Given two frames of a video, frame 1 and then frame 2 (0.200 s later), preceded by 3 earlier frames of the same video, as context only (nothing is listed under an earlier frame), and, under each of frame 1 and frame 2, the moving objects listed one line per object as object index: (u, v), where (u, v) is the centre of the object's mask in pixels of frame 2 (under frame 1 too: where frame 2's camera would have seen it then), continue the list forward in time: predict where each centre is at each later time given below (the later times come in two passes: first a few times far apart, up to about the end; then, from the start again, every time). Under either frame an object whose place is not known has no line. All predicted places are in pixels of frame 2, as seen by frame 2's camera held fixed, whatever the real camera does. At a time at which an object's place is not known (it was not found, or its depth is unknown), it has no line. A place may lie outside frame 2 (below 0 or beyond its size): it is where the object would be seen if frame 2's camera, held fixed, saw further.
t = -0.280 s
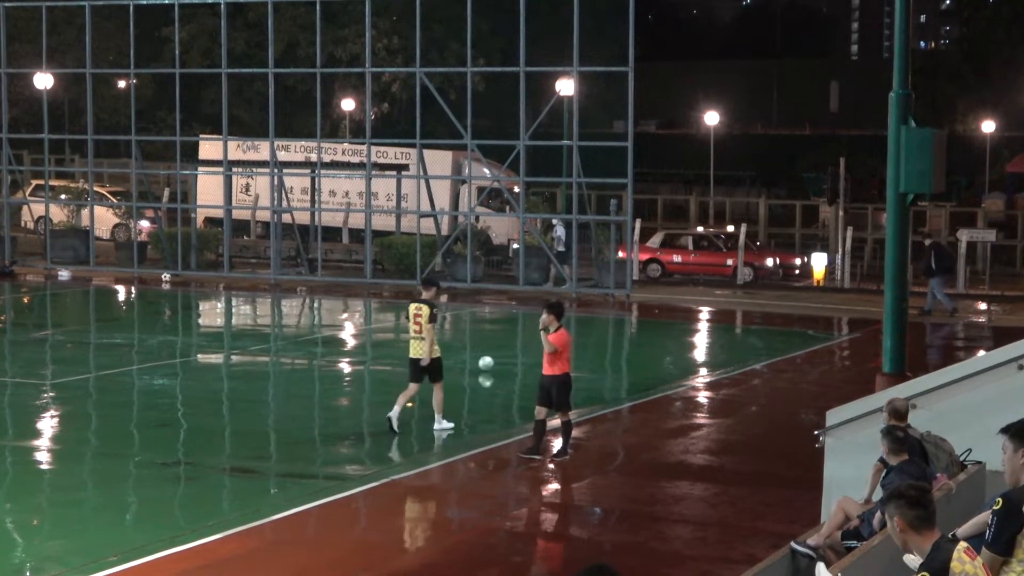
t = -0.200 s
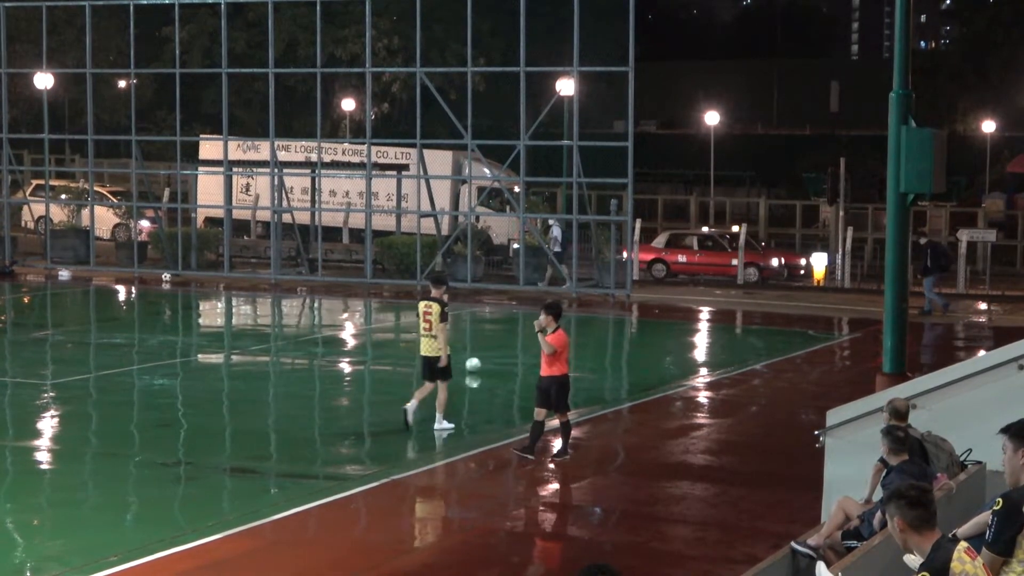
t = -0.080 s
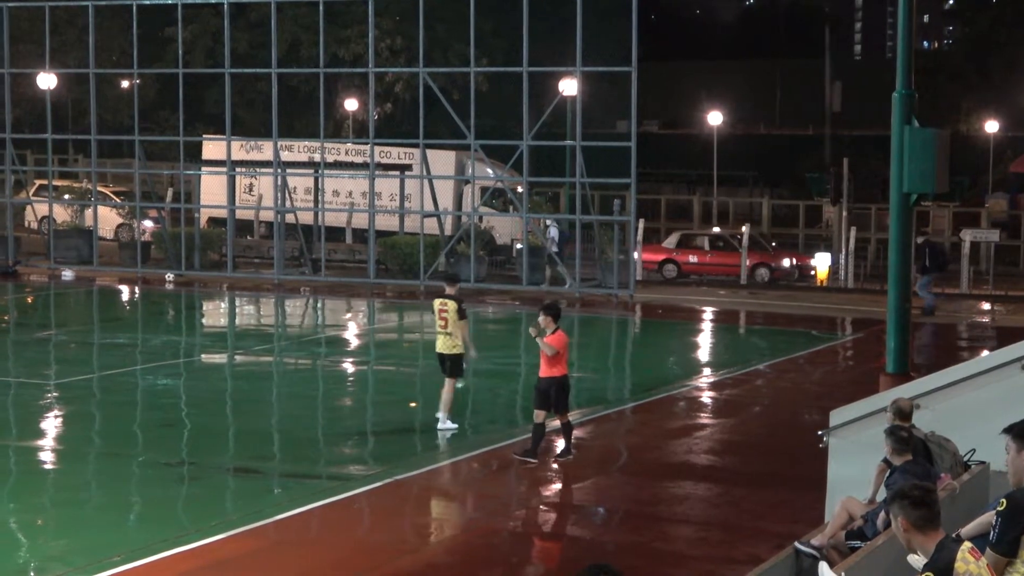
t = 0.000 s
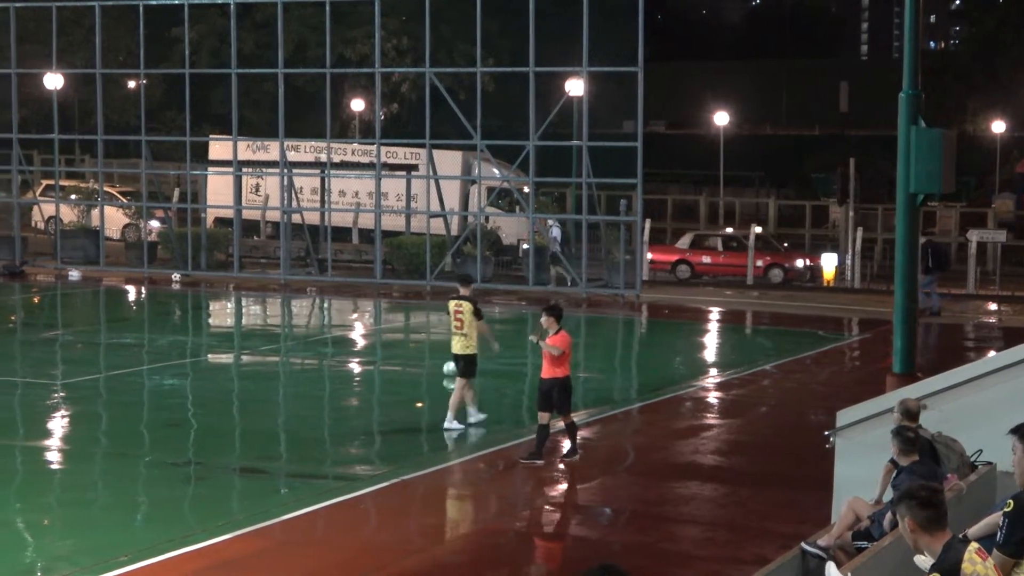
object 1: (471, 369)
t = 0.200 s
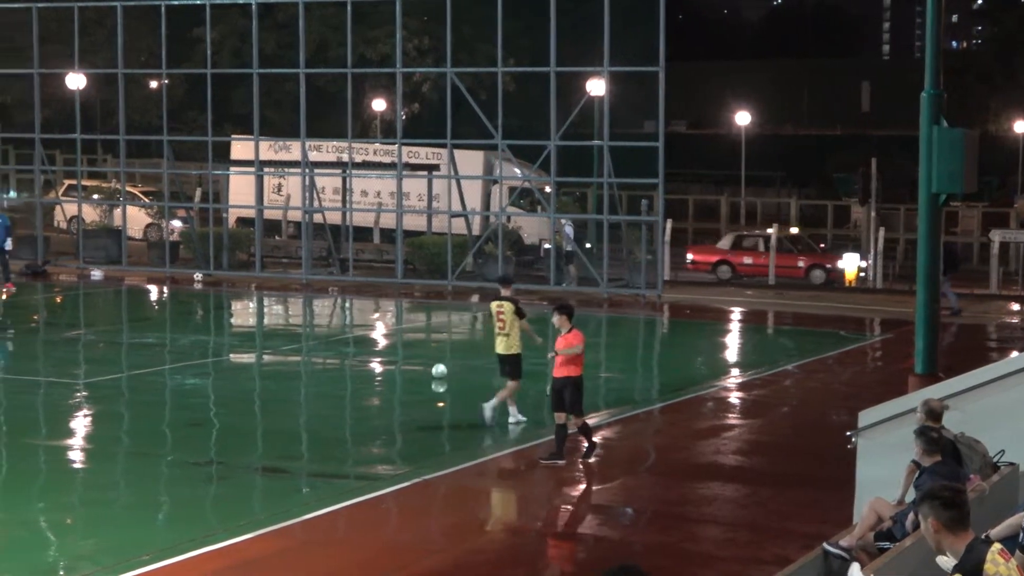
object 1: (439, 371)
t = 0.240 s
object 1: (434, 372)
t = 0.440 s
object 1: (401, 374)
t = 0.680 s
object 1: (362, 378)
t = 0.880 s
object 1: (329, 382)
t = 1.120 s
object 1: (289, 386)
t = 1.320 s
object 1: (256, 390)
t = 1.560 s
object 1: (218, 393)
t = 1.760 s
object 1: (185, 397)
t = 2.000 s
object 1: (147, 401)
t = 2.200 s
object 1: (114, 405)
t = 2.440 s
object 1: (73, 410)
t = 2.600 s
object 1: (48, 413)
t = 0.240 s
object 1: (434, 372)
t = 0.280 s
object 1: (428, 372)
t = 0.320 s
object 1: (420, 373)
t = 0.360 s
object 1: (415, 373)
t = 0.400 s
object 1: (406, 374)
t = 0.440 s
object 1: (401, 374)
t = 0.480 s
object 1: (395, 375)
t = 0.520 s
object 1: (387, 376)
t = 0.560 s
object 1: (381, 376)
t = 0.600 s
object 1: (374, 377)
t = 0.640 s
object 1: (368, 378)
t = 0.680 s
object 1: (362, 378)
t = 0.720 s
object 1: (354, 380)
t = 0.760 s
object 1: (349, 380)
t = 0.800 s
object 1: (343, 381)
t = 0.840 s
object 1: (335, 382)
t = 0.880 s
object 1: (329, 382)
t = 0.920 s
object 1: (321, 383)
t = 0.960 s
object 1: (316, 384)
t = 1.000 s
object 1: (311, 384)
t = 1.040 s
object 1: (303, 385)
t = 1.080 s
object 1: (297, 386)
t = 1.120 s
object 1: (289, 386)
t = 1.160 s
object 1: (283, 387)
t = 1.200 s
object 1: (278, 388)
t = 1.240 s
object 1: (269, 388)
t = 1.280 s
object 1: (264, 389)
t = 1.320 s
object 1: (256, 390)
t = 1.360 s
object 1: (251, 390)
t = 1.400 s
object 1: (245, 391)
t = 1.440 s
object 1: (237, 392)
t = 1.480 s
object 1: (231, 392)
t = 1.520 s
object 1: (223, 393)
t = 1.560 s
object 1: (218, 393)
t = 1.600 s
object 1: (212, 394)
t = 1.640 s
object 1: (204, 395)
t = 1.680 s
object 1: (198, 396)
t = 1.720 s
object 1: (191, 397)
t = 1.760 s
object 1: (185, 397)
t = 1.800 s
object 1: (180, 398)
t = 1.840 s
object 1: (172, 399)
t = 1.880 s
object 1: (166, 399)
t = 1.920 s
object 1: (158, 401)
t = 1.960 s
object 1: (152, 401)
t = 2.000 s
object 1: (147, 401)
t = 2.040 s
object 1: (138, 402)
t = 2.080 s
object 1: (133, 403)
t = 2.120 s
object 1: (125, 404)
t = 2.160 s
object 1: (120, 404)
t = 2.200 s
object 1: (114, 405)
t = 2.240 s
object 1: (106, 406)
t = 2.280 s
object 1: (100, 406)
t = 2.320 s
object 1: (92, 407)
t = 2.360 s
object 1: (87, 407)
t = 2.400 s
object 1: (82, 408)
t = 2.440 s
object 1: (73, 410)
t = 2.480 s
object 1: (67, 410)
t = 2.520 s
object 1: (59, 411)
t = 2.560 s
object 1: (53, 412)
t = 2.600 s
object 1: (48, 413)
